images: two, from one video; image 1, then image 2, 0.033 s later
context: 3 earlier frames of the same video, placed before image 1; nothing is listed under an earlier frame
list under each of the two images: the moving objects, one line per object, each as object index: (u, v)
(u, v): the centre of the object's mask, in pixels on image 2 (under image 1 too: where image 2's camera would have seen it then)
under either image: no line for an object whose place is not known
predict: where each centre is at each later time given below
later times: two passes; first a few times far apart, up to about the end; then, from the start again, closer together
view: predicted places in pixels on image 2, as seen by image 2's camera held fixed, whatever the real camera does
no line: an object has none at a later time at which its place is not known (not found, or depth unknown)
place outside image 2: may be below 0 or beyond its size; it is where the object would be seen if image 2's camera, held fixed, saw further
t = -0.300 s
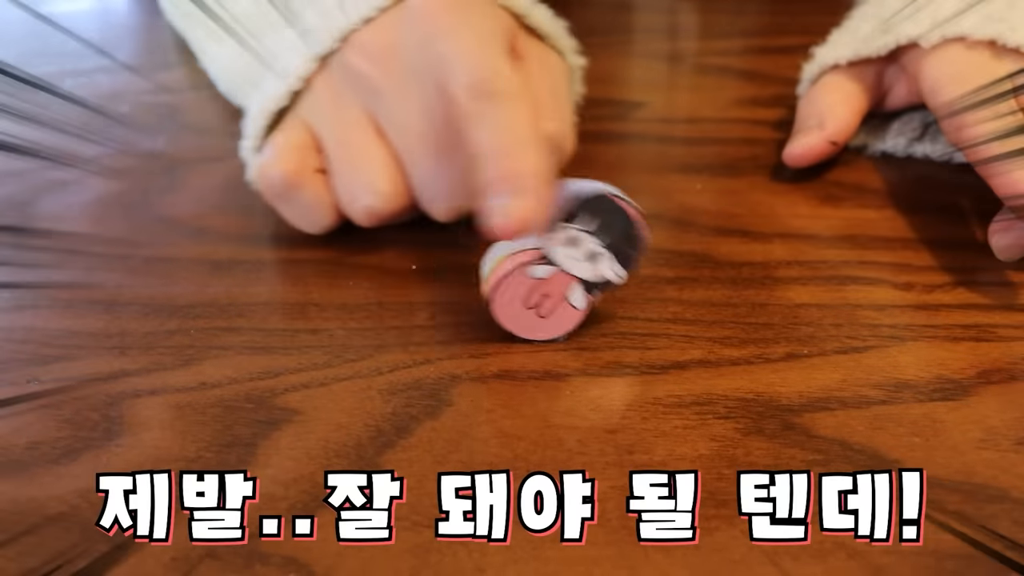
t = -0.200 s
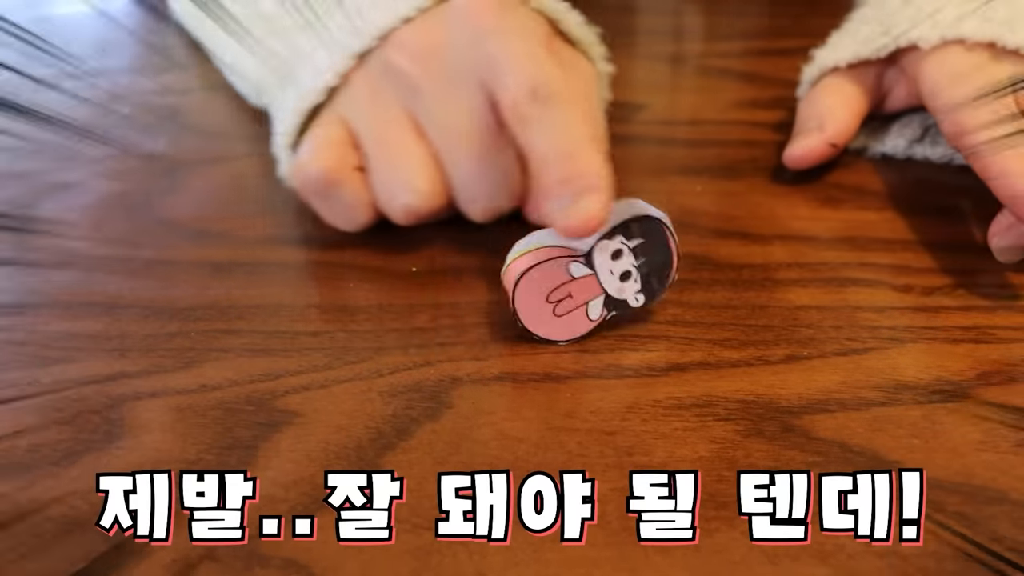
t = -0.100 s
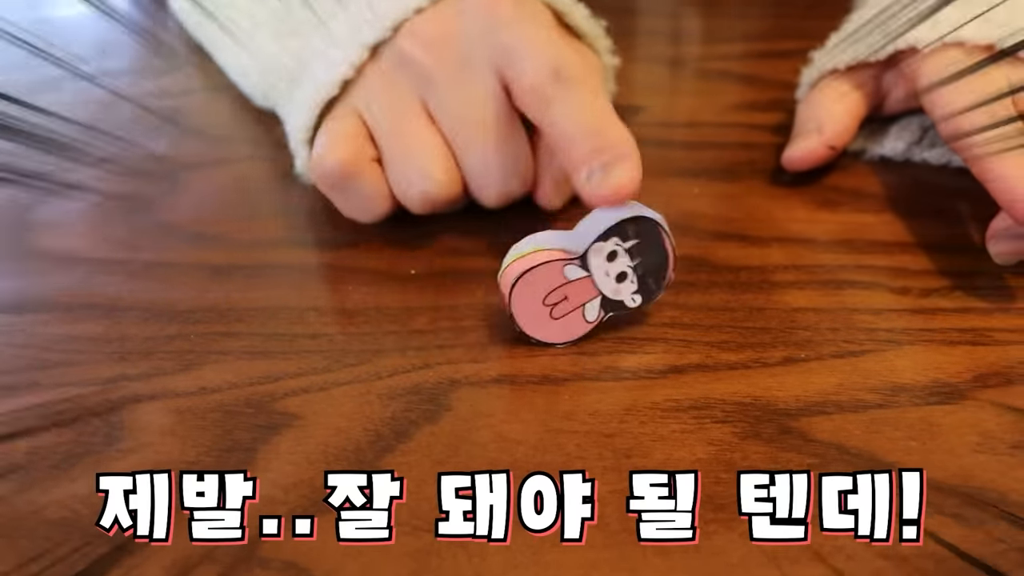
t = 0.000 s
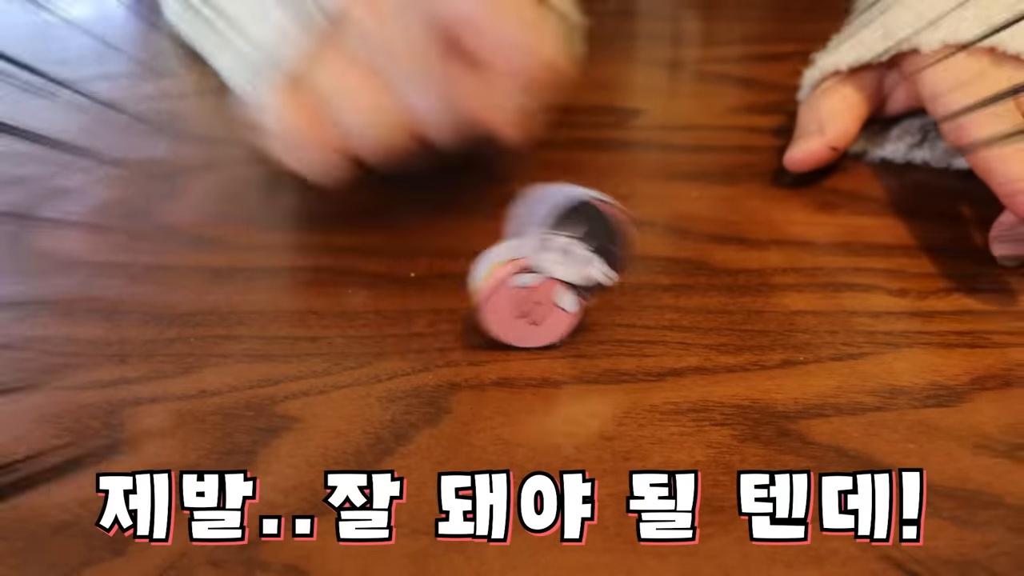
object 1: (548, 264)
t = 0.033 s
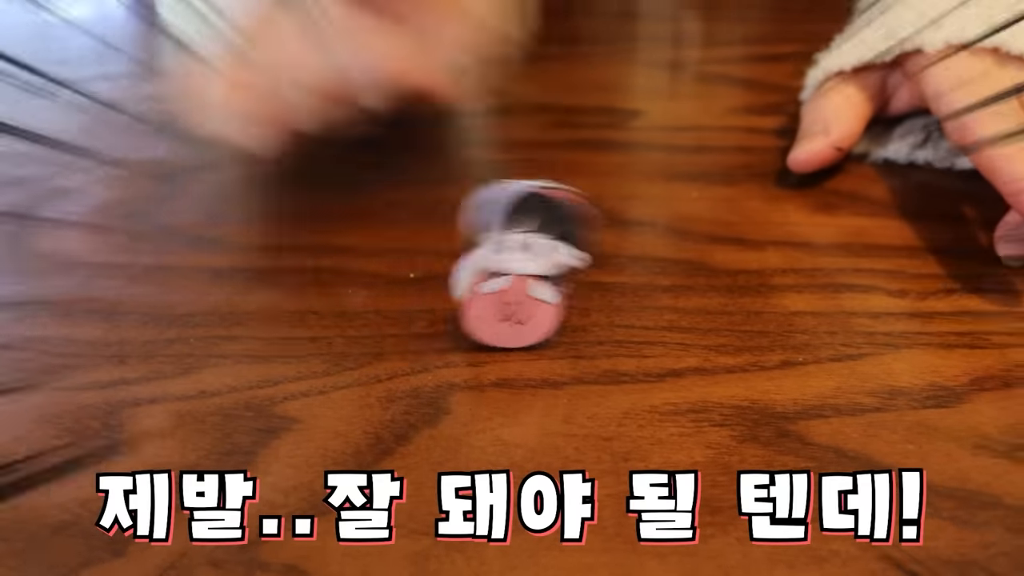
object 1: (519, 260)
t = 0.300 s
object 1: (482, 265)
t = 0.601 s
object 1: (511, 261)
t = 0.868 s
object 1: (498, 262)
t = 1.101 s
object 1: (542, 265)
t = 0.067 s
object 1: (487, 262)
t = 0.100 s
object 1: (460, 272)
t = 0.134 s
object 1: (441, 278)
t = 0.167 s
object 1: (434, 280)
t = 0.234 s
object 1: (441, 278)
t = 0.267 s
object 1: (459, 272)
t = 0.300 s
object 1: (482, 265)
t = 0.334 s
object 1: (507, 260)
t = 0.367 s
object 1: (530, 261)
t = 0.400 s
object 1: (549, 265)
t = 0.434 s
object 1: (562, 269)
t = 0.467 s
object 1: (566, 271)
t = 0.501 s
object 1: (559, 269)
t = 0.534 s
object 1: (547, 265)
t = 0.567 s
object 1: (531, 262)
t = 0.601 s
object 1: (511, 261)
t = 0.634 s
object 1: (491, 263)
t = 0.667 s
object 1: (473, 268)
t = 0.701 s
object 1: (460, 273)
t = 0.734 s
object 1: (456, 275)
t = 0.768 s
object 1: (458, 274)
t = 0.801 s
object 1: (467, 272)
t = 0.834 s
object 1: (482, 266)
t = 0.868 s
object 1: (498, 262)
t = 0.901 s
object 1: (514, 261)
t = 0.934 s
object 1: (528, 262)
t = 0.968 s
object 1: (540, 264)
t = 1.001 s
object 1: (547, 266)
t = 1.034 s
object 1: (549, 267)
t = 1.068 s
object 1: (548, 266)
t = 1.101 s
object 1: (542, 265)
